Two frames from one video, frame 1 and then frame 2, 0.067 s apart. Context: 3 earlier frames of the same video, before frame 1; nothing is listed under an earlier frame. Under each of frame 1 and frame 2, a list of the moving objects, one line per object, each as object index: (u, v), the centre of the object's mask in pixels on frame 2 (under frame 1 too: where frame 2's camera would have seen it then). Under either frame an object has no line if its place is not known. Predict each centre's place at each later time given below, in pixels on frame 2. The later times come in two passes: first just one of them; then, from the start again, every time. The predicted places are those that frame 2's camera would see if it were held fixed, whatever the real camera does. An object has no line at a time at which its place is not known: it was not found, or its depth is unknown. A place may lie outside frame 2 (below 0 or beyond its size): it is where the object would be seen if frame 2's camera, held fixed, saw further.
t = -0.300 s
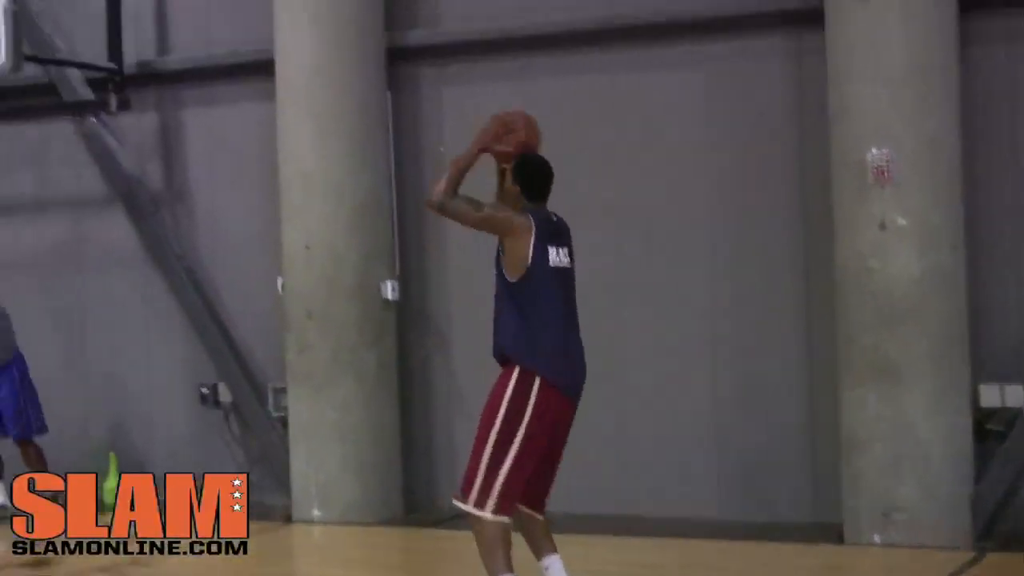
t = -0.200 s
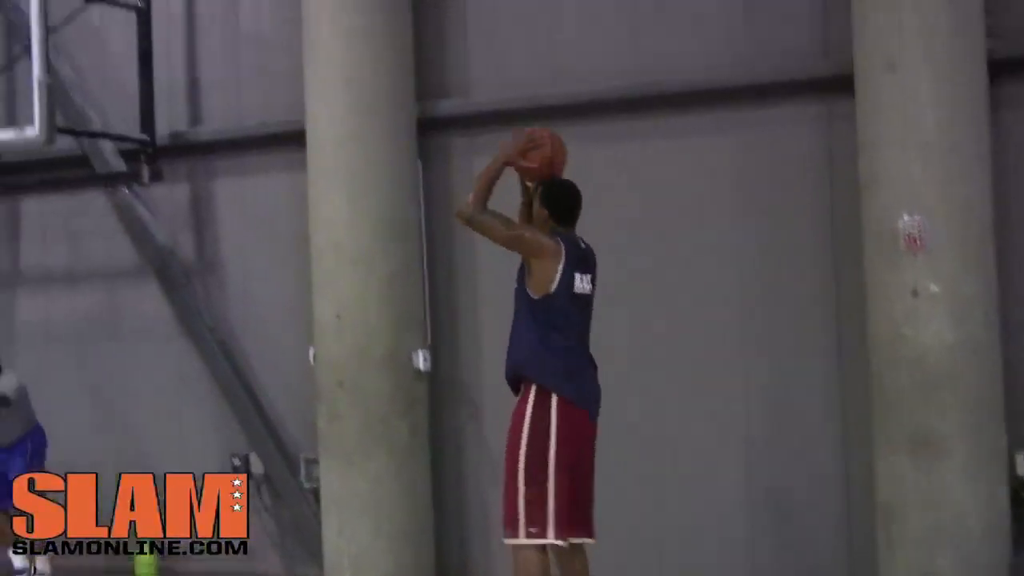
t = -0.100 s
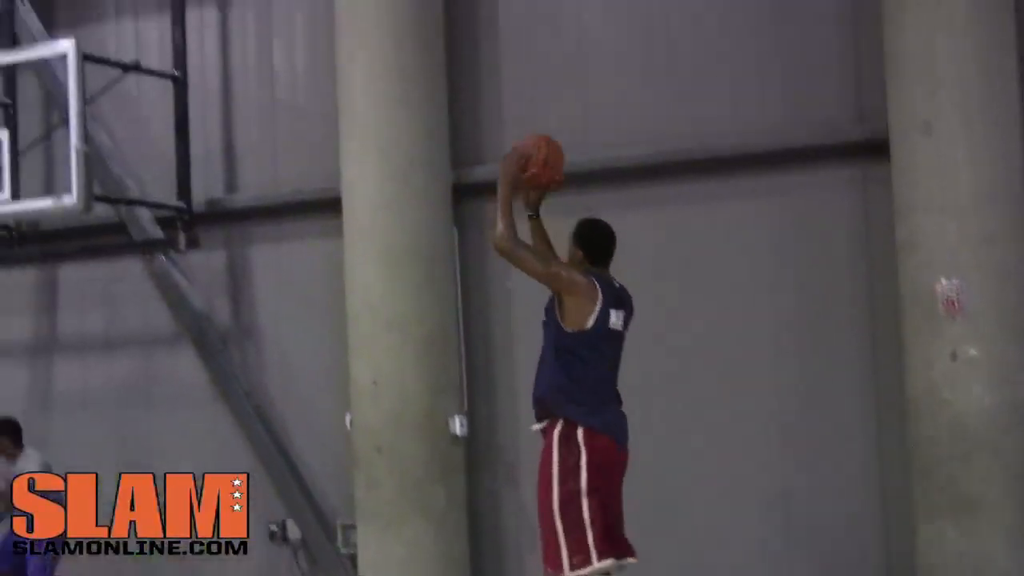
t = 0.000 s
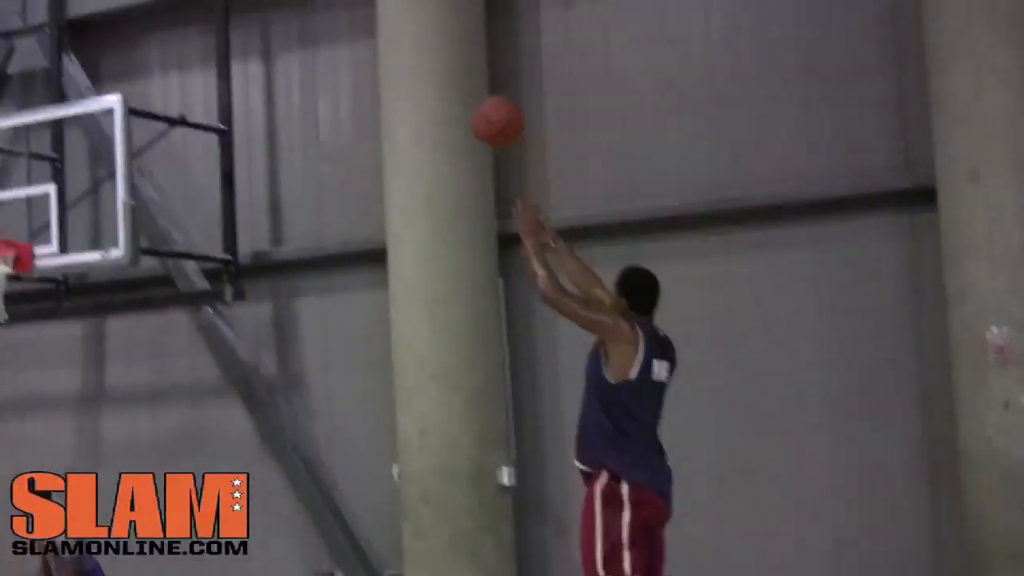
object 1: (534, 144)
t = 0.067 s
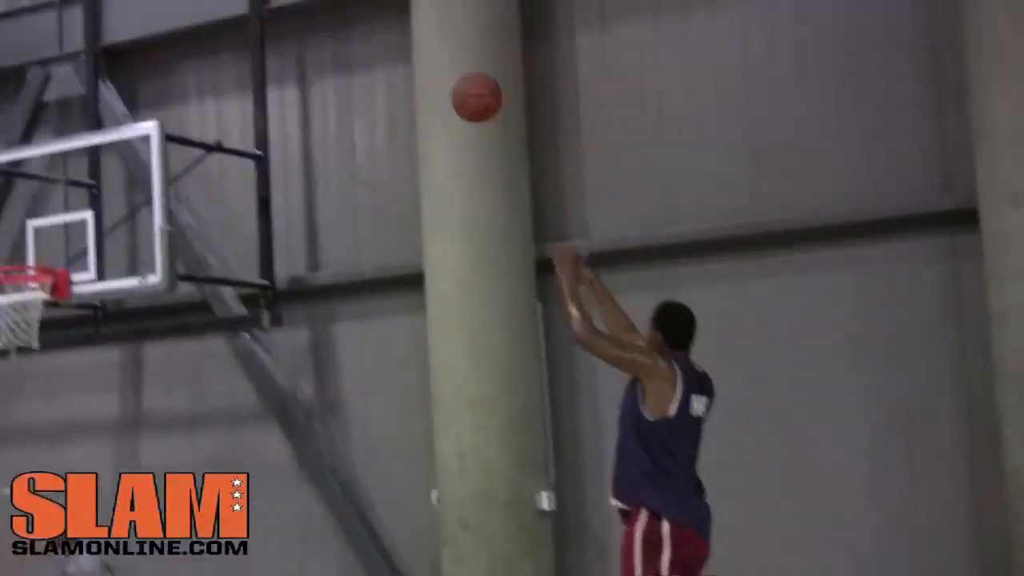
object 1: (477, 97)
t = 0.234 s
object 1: (354, 30)
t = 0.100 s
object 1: (451, 79)
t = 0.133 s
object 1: (426, 63)
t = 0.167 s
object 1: (401, 50)
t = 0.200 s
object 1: (378, 38)
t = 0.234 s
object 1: (354, 30)
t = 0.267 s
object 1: (331, 24)
